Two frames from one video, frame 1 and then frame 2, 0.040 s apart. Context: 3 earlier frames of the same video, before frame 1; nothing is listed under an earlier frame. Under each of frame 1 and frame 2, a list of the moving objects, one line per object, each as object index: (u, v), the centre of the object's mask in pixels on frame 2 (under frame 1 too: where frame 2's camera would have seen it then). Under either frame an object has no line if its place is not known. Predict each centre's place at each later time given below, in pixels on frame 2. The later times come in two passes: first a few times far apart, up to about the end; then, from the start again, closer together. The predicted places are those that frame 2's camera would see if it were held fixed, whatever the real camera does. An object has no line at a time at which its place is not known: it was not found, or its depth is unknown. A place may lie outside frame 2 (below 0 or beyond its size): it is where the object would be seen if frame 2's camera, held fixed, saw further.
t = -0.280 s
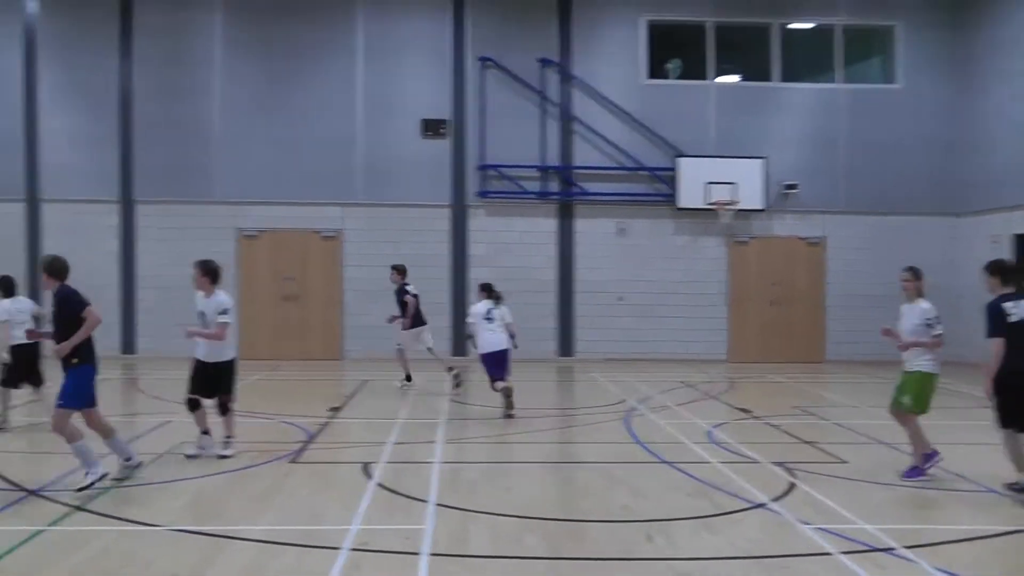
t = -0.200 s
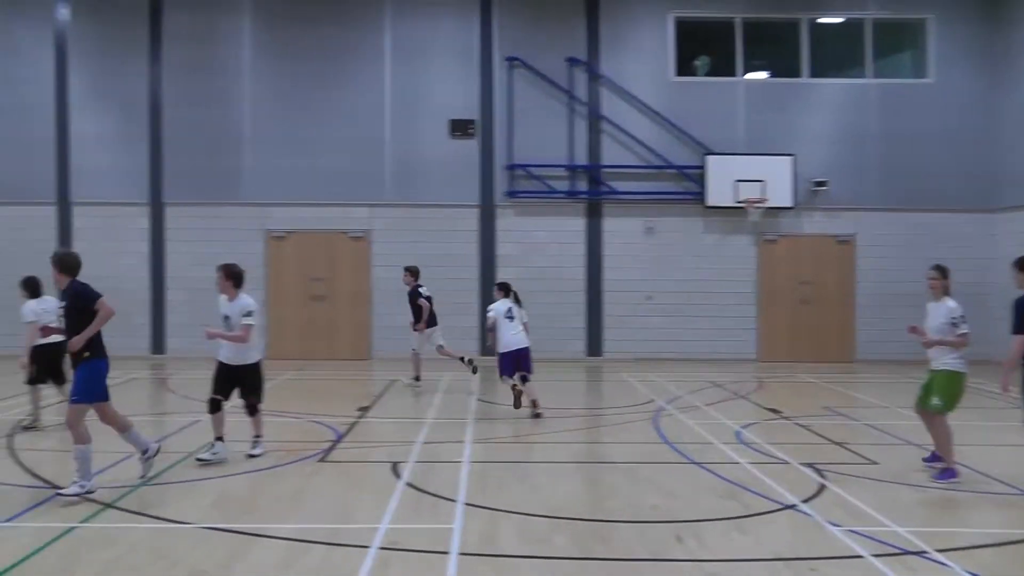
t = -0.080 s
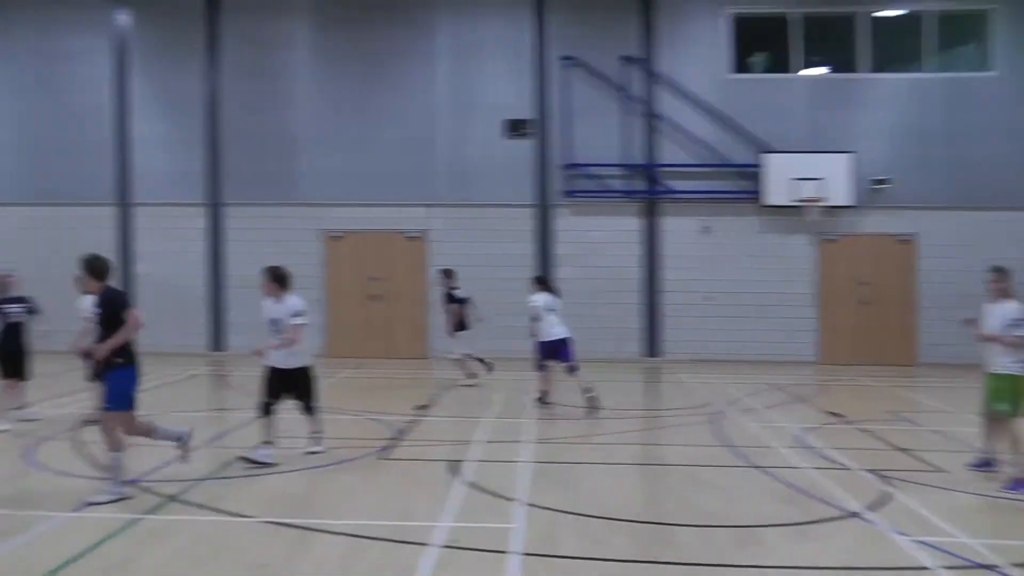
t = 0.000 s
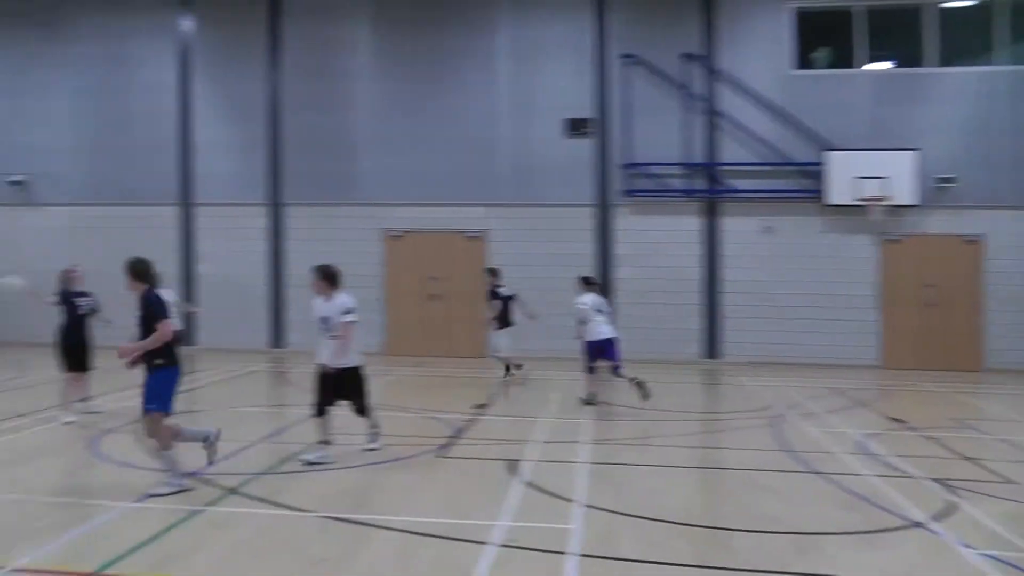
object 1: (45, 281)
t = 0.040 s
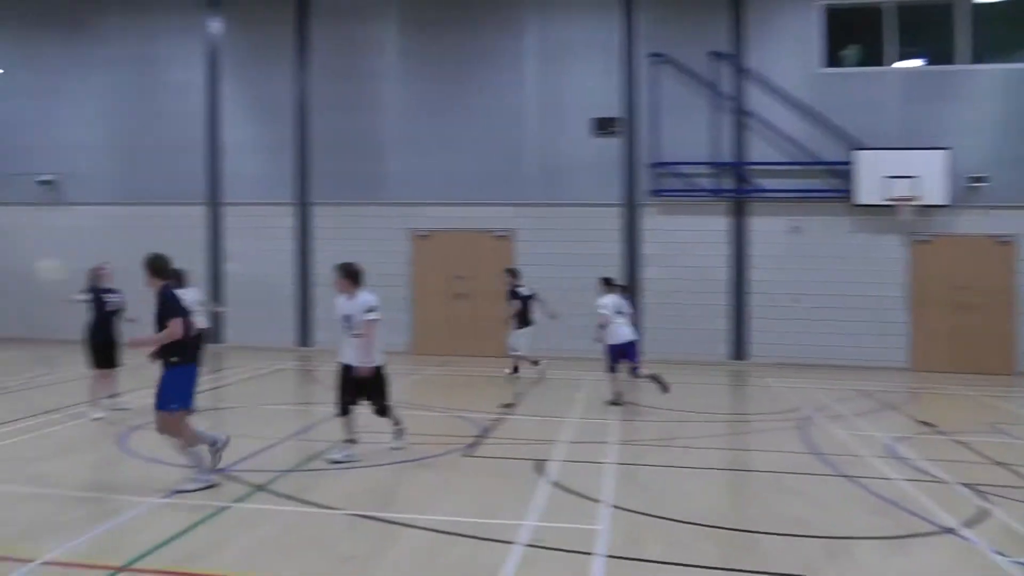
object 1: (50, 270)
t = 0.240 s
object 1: (112, 190)
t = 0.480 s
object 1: (287, 70)
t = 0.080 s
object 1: (54, 258)
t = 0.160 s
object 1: (76, 221)
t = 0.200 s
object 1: (91, 203)
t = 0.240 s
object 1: (112, 190)
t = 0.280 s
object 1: (135, 173)
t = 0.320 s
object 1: (160, 153)
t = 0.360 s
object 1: (187, 132)
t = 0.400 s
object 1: (218, 113)
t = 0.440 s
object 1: (253, 90)
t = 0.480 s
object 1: (287, 70)
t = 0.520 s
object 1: (328, 47)
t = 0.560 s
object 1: (373, 26)
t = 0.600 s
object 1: (420, 7)
